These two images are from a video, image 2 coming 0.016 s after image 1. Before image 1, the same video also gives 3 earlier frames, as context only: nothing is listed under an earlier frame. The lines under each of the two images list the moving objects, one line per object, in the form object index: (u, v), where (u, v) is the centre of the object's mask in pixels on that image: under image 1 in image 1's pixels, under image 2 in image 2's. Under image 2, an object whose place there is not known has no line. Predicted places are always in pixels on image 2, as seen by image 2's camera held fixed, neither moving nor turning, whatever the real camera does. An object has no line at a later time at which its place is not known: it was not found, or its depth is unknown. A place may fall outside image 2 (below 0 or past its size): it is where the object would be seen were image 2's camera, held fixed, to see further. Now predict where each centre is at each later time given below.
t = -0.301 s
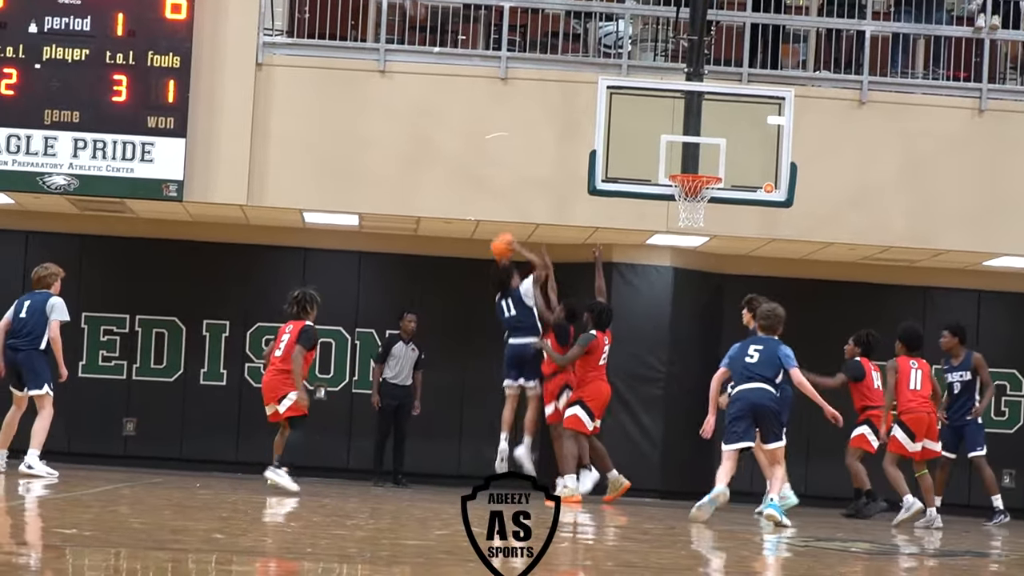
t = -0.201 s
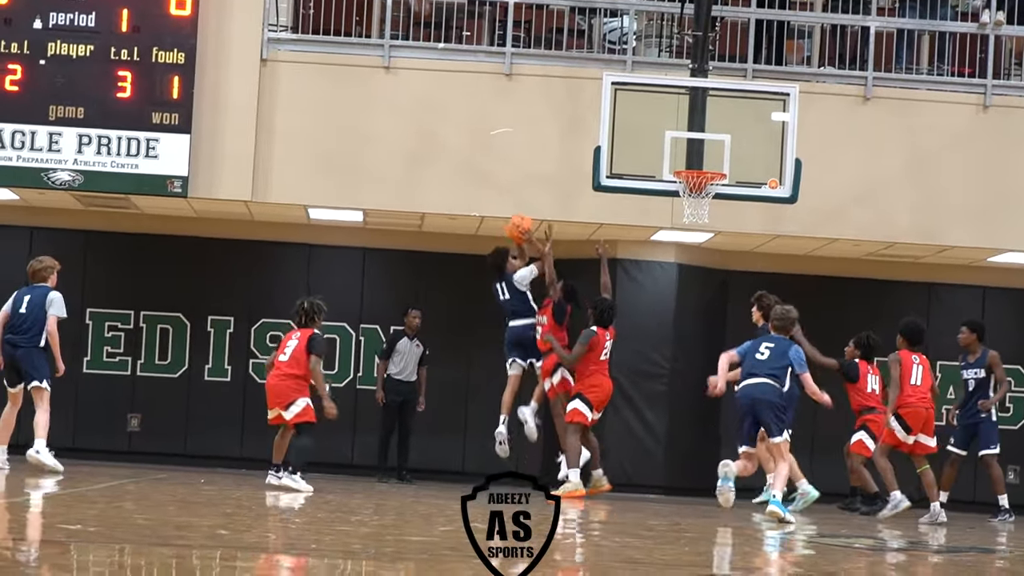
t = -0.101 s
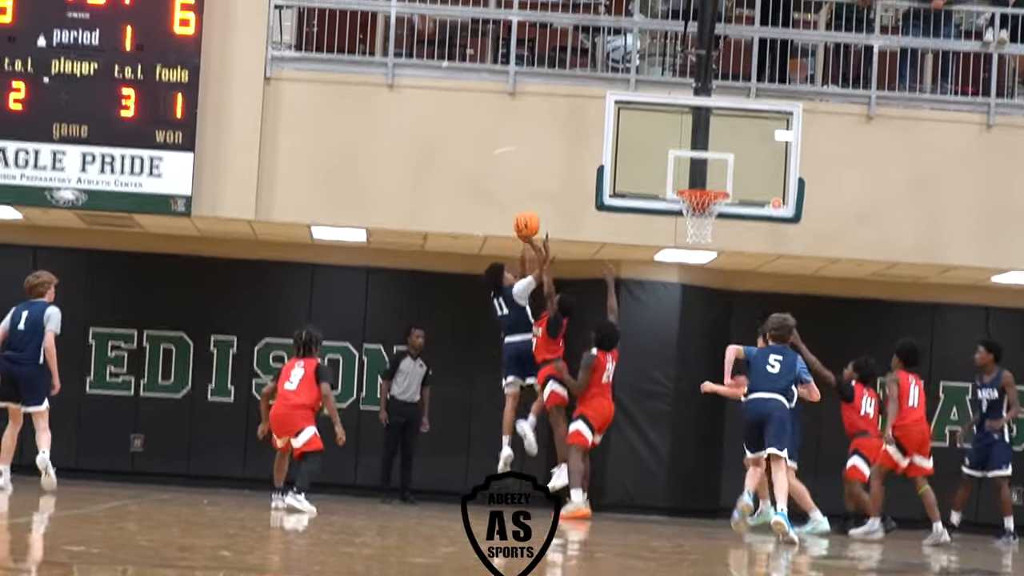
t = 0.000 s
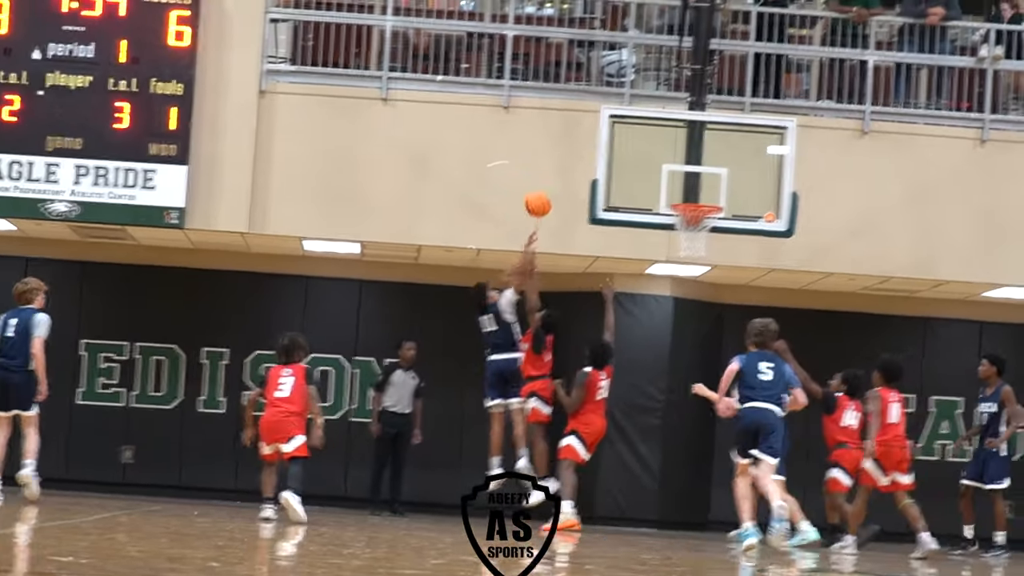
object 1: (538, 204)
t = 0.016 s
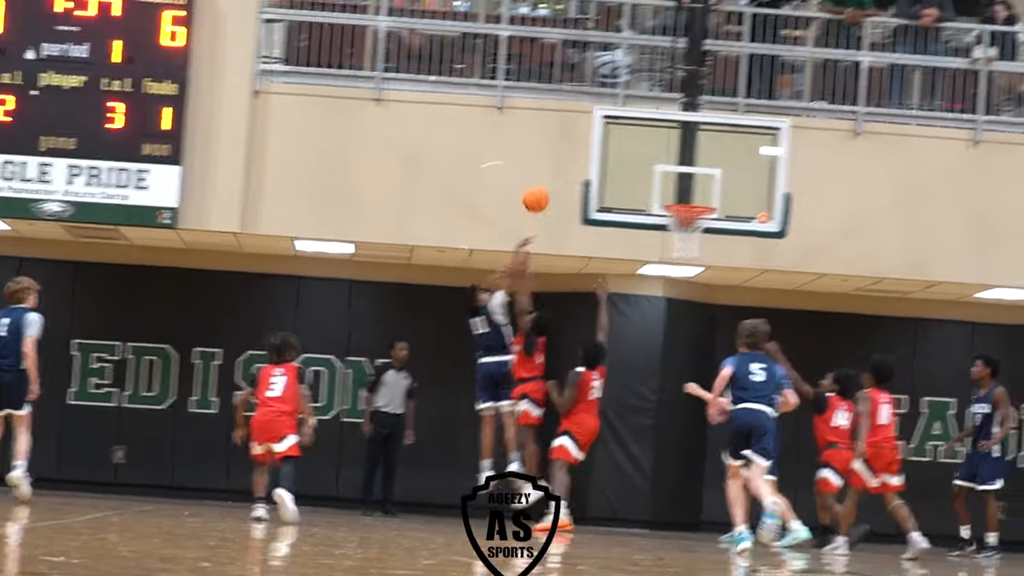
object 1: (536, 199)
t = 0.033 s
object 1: (541, 194)
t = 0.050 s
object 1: (545, 189)
